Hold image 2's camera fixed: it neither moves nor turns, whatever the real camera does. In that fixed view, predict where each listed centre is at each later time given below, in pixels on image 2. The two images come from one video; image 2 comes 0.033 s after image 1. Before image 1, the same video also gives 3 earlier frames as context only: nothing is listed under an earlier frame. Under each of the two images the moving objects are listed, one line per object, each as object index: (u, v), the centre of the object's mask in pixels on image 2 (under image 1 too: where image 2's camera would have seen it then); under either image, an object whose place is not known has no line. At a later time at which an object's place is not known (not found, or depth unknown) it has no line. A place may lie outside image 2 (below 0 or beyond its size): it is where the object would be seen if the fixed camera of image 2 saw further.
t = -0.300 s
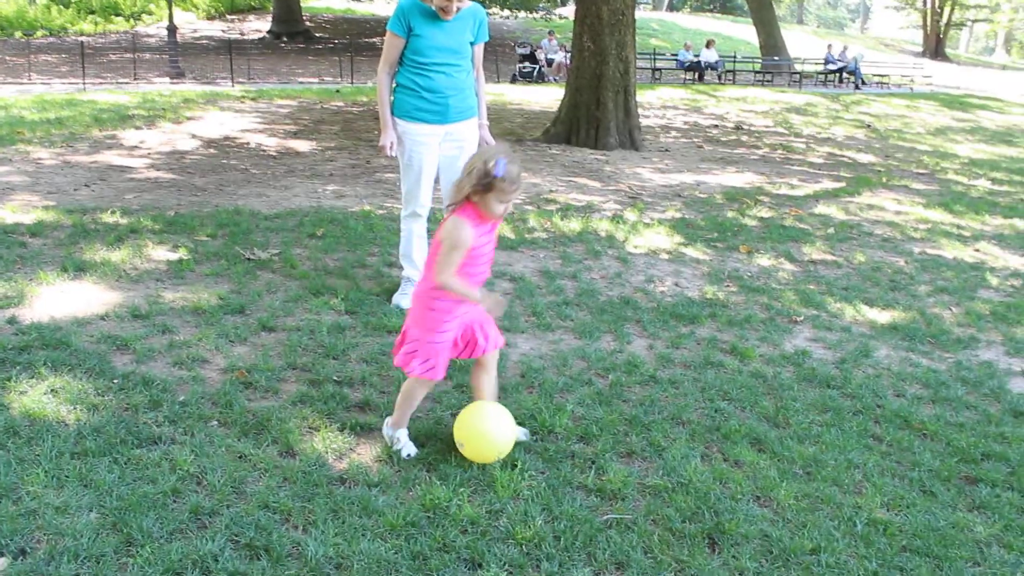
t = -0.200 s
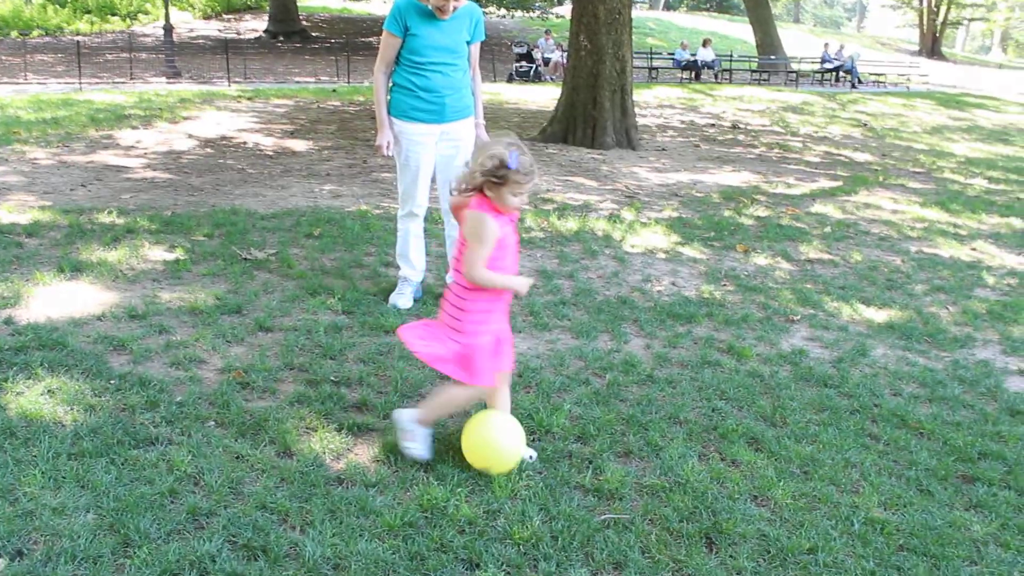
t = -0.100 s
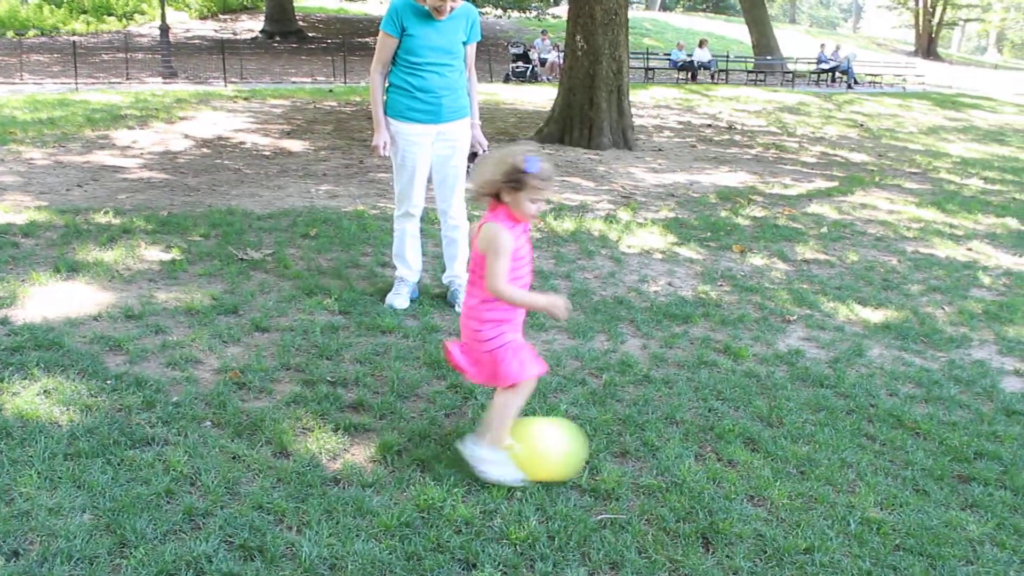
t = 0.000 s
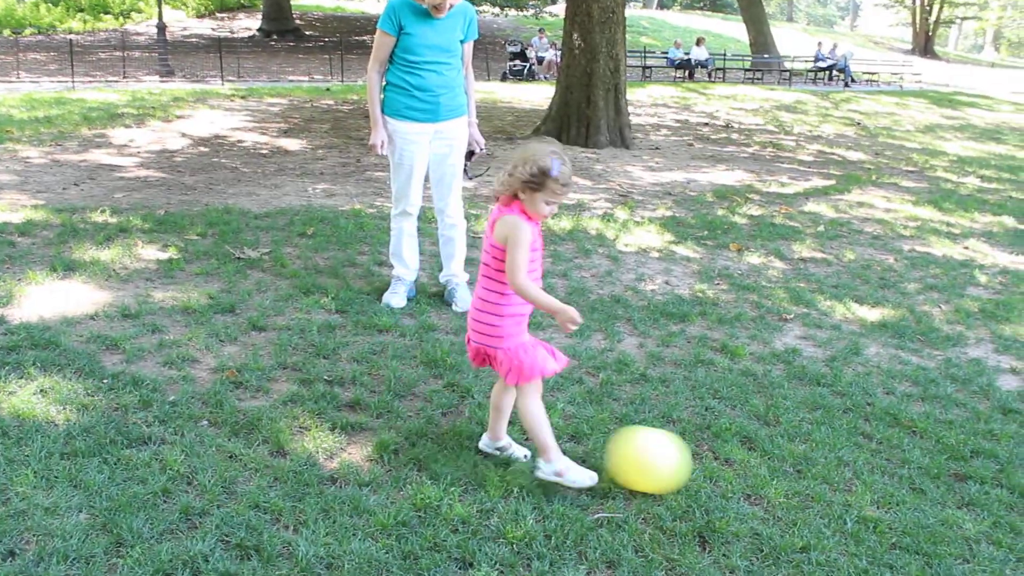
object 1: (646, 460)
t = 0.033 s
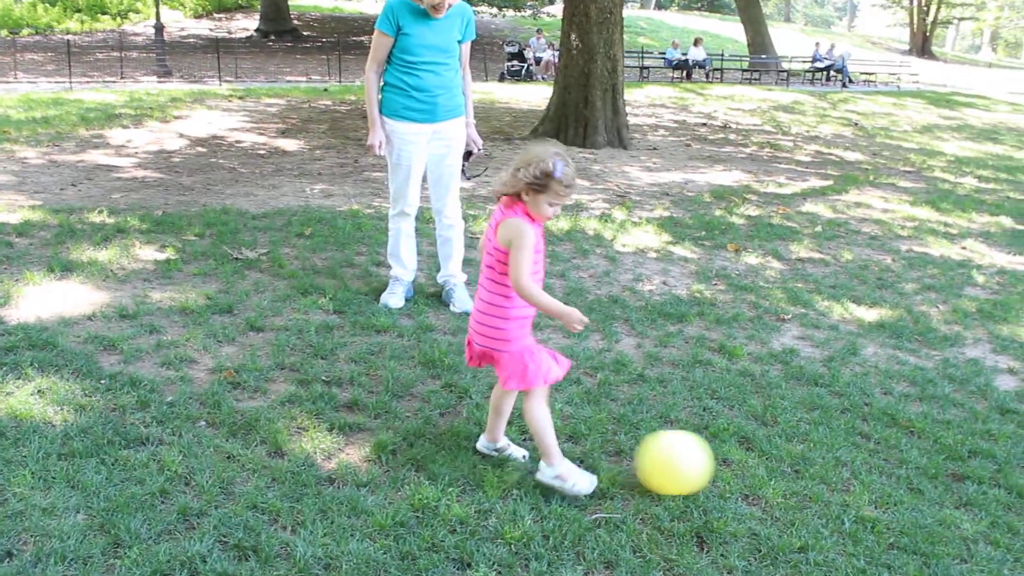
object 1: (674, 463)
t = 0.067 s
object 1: (695, 462)
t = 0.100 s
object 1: (713, 462)
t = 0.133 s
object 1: (730, 464)
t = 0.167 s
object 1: (748, 470)
